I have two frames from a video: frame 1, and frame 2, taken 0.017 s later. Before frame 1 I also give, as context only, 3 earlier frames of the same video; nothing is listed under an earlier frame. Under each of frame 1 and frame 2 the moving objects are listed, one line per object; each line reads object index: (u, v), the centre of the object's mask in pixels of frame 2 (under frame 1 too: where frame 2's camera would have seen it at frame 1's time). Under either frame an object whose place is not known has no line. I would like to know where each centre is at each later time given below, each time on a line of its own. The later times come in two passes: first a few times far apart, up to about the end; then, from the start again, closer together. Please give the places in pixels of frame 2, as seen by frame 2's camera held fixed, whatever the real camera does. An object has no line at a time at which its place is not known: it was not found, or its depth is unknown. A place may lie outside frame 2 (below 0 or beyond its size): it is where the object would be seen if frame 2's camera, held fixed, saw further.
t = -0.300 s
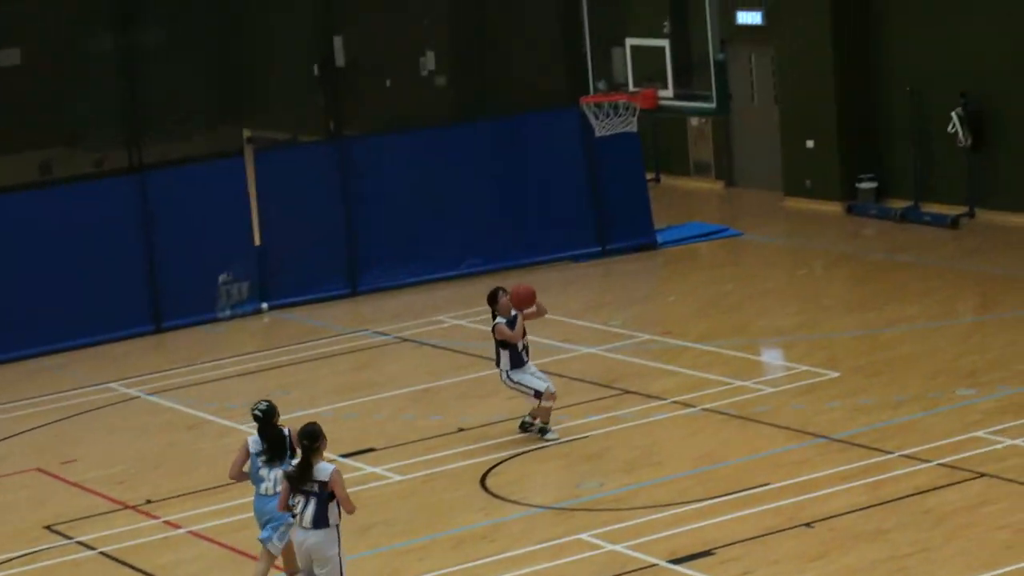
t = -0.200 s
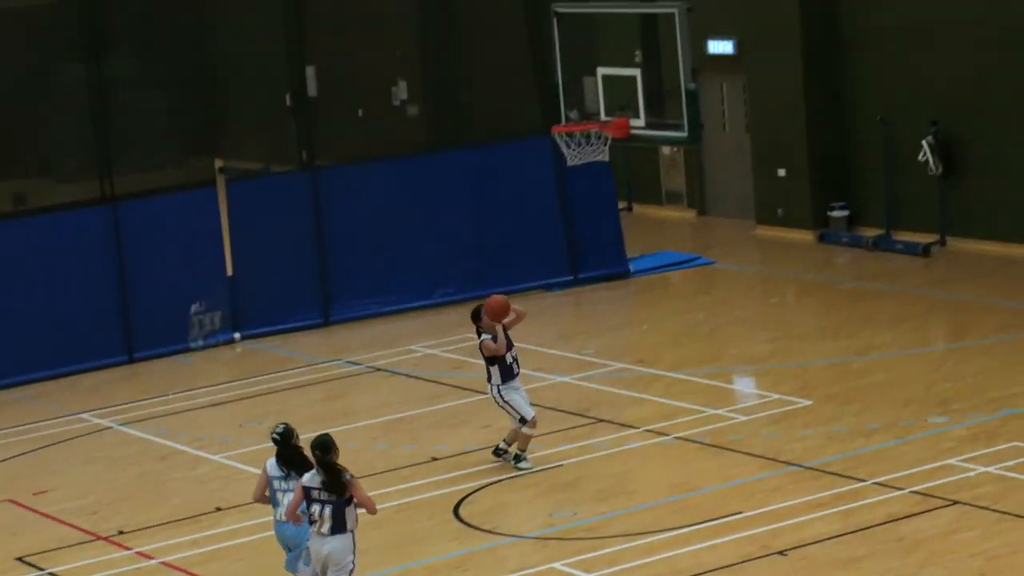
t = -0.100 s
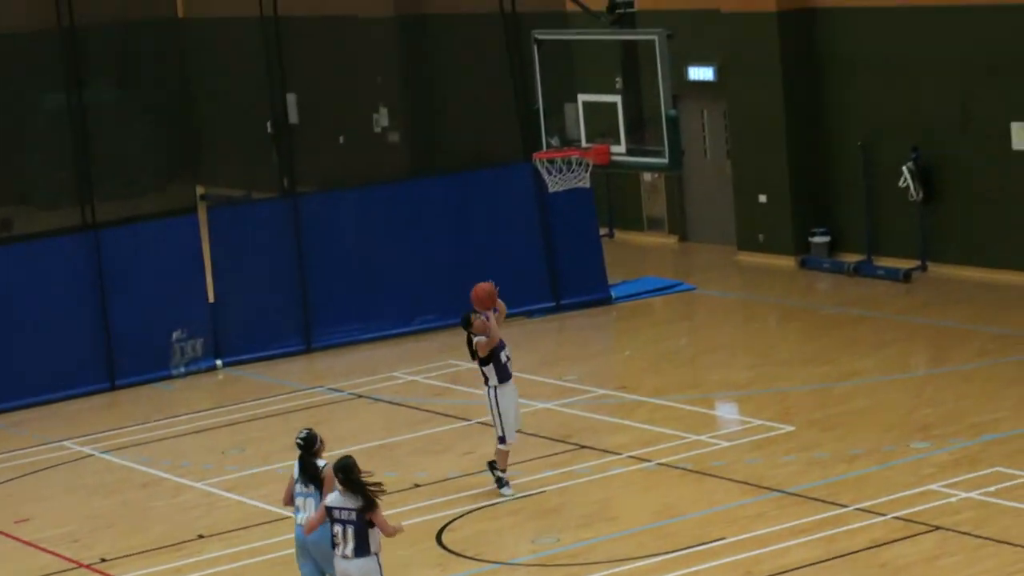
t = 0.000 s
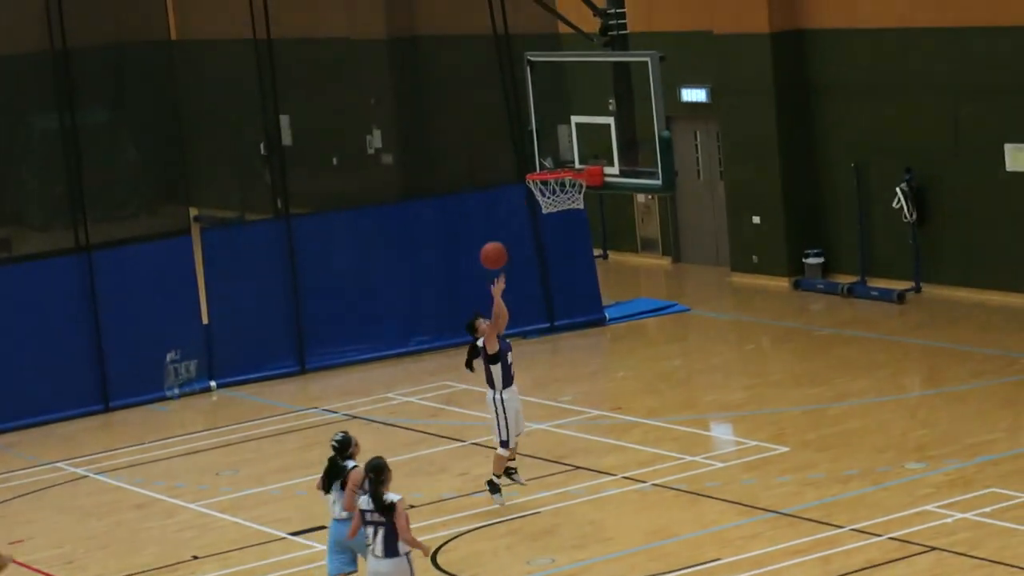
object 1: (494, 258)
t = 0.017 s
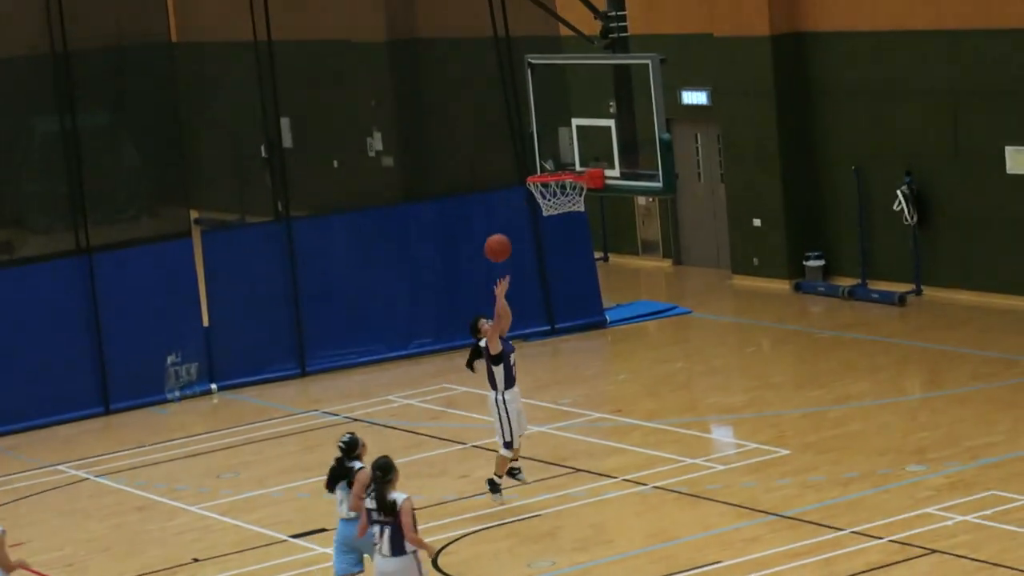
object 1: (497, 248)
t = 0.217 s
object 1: (541, 149)
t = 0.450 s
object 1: (560, 126)
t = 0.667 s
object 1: (566, 159)
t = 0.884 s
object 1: (552, 138)
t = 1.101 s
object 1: (542, 169)
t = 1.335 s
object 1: (576, 237)
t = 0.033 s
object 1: (501, 238)
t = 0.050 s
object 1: (504, 228)
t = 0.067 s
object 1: (508, 219)
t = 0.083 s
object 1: (511, 210)
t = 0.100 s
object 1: (515, 202)
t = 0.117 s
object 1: (518, 194)
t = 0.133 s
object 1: (520, 185)
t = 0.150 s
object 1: (524, 175)
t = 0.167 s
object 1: (529, 168)
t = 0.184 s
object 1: (533, 162)
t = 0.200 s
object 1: (537, 156)
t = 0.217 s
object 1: (541, 149)
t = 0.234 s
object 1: (546, 144)
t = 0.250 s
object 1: (550, 137)
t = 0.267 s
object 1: (554, 131)
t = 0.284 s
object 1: (557, 128)
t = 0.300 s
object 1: (557, 126)
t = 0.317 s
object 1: (557, 125)
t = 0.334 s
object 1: (557, 124)
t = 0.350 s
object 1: (558, 123)
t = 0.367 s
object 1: (558, 123)
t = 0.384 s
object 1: (558, 123)
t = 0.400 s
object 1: (558, 123)
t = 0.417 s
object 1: (559, 124)
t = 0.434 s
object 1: (559, 125)
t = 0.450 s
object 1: (560, 126)
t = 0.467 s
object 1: (561, 127)
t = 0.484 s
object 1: (561, 130)
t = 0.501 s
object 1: (562, 132)
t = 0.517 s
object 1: (562, 134)
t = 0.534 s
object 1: (563, 137)
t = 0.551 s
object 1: (563, 141)
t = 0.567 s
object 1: (564, 144)
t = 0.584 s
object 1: (565, 149)
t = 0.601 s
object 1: (566, 153)
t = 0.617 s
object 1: (567, 157)
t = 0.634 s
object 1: (568, 162)
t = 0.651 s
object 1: (567, 162)
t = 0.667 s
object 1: (566, 159)
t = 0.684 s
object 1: (564, 155)
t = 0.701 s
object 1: (563, 152)
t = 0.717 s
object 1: (562, 149)
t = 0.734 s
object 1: (561, 145)
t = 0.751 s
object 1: (560, 144)
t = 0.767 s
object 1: (558, 141)
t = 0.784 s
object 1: (558, 140)
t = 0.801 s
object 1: (556, 139)
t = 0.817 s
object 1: (555, 138)
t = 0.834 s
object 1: (554, 138)
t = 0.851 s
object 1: (553, 137)
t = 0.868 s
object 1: (553, 137)
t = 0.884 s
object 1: (552, 138)
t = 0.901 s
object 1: (551, 139)
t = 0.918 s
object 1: (550, 139)
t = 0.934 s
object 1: (549, 141)
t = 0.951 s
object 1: (548, 143)
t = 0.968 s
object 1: (548, 145)
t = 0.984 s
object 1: (547, 147)
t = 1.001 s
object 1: (547, 150)
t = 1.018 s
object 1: (546, 153)
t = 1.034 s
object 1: (545, 156)
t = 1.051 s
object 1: (544, 160)
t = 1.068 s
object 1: (544, 163)
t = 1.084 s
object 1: (543, 166)
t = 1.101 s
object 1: (542, 169)
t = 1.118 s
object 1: (543, 171)
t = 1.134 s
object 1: (545, 172)
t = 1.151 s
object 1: (549, 178)
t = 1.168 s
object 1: (552, 190)
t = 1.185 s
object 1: (553, 191)
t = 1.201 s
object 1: (554, 191)
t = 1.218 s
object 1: (556, 193)
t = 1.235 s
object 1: (560, 203)
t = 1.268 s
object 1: (567, 219)
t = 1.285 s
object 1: (569, 222)
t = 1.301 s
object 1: (571, 225)
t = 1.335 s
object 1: (576, 237)
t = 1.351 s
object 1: (579, 244)
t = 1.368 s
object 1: (581, 251)
